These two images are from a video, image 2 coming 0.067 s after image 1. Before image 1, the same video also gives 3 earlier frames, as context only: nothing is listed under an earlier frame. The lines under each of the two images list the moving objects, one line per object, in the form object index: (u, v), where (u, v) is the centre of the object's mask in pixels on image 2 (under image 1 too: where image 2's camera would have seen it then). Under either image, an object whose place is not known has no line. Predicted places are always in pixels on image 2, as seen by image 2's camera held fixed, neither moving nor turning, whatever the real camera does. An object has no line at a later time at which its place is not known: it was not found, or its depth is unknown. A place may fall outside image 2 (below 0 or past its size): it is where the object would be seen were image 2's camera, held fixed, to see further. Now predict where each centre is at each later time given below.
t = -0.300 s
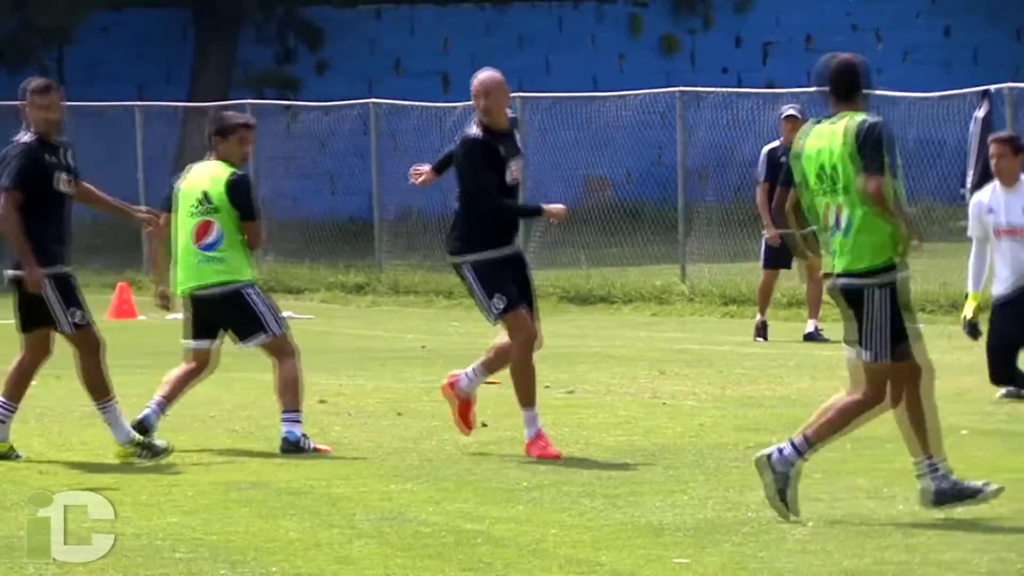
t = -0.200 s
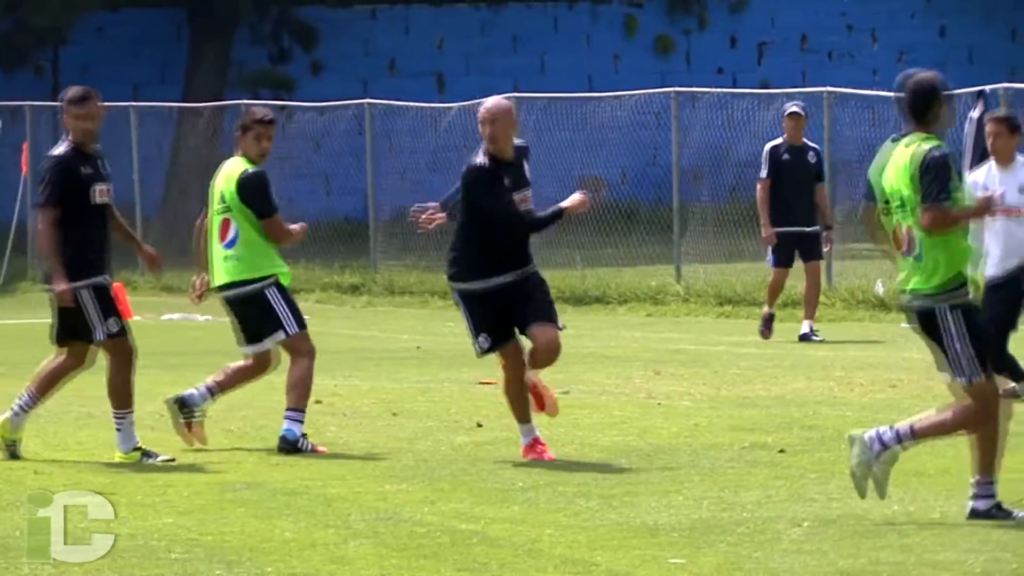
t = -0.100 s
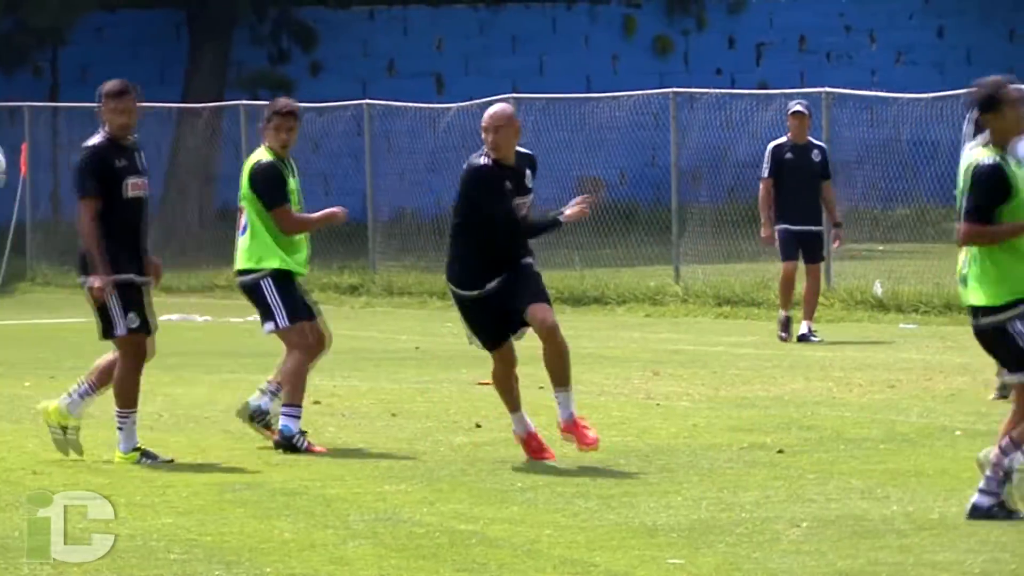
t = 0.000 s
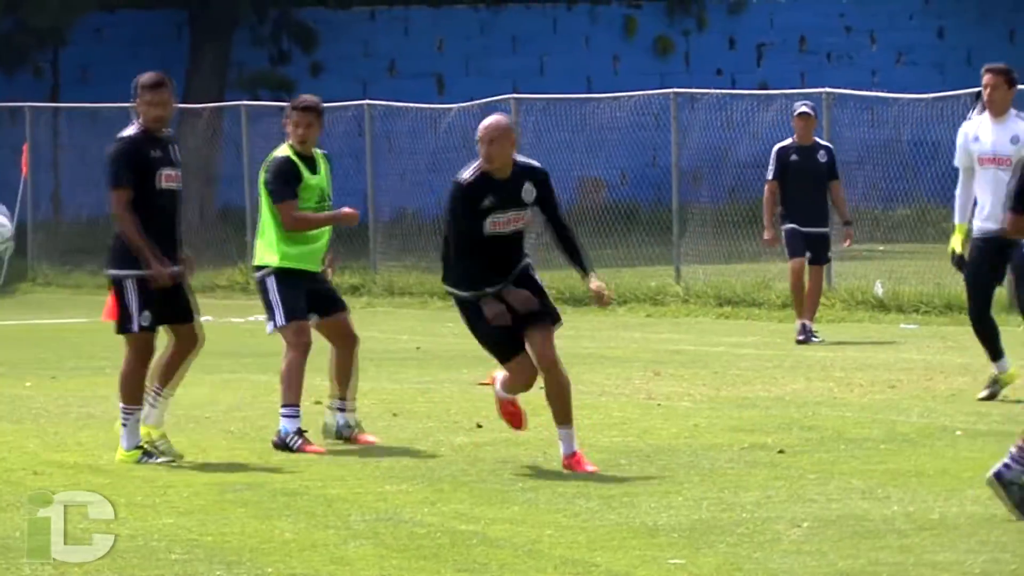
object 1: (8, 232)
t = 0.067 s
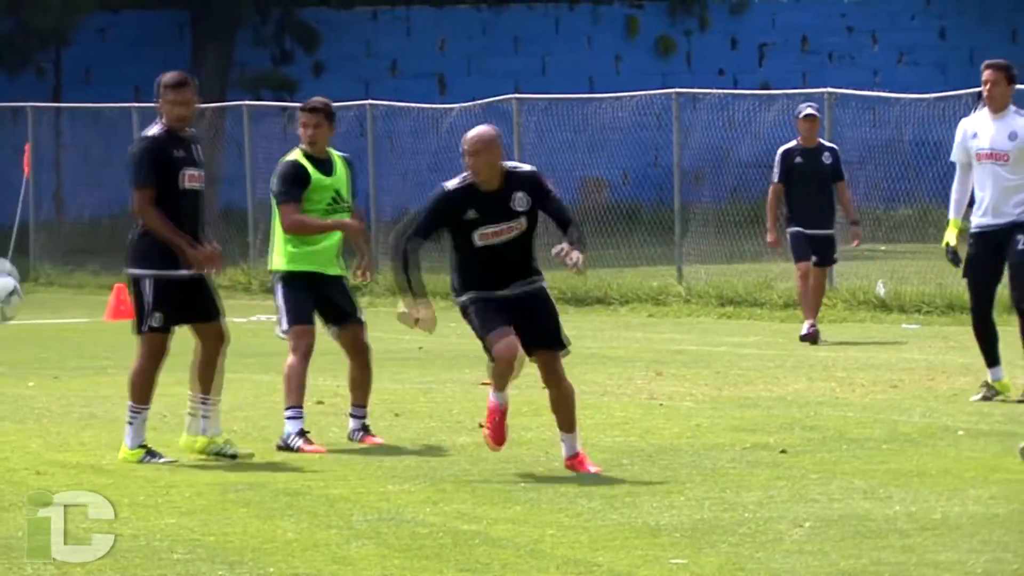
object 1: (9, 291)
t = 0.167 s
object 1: (7, 400)
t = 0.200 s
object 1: (5, 442)
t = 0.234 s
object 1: (3, 479)
